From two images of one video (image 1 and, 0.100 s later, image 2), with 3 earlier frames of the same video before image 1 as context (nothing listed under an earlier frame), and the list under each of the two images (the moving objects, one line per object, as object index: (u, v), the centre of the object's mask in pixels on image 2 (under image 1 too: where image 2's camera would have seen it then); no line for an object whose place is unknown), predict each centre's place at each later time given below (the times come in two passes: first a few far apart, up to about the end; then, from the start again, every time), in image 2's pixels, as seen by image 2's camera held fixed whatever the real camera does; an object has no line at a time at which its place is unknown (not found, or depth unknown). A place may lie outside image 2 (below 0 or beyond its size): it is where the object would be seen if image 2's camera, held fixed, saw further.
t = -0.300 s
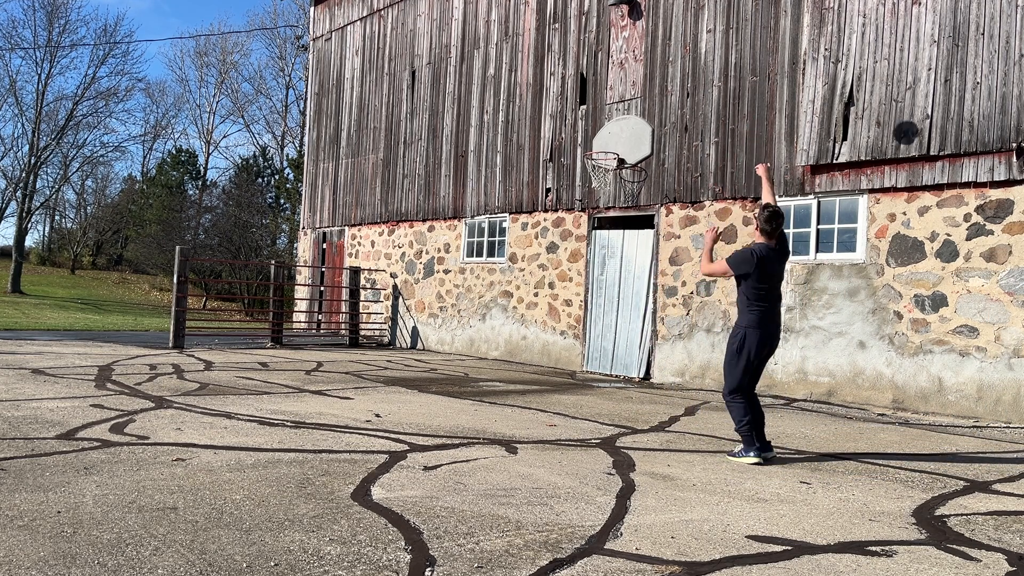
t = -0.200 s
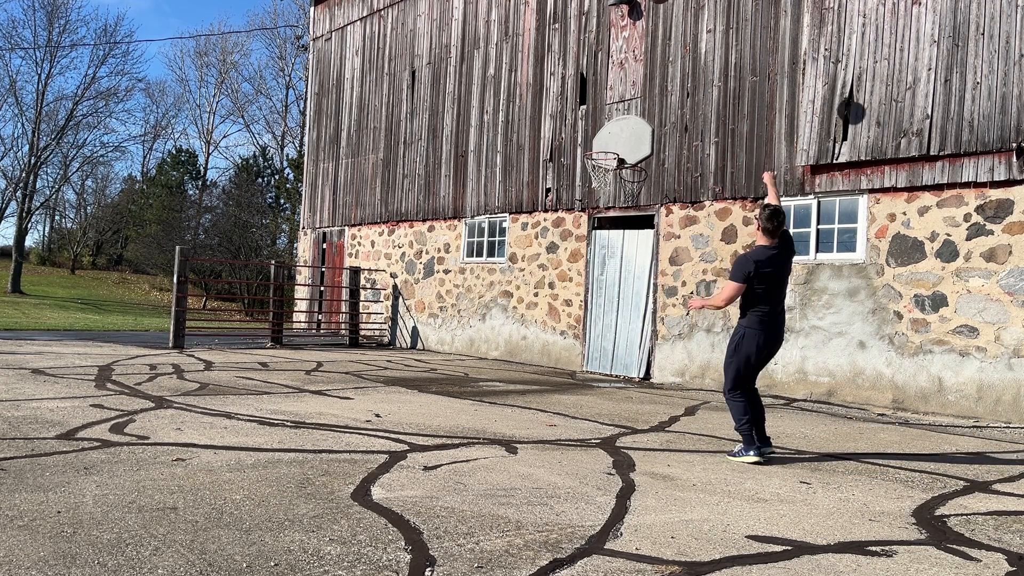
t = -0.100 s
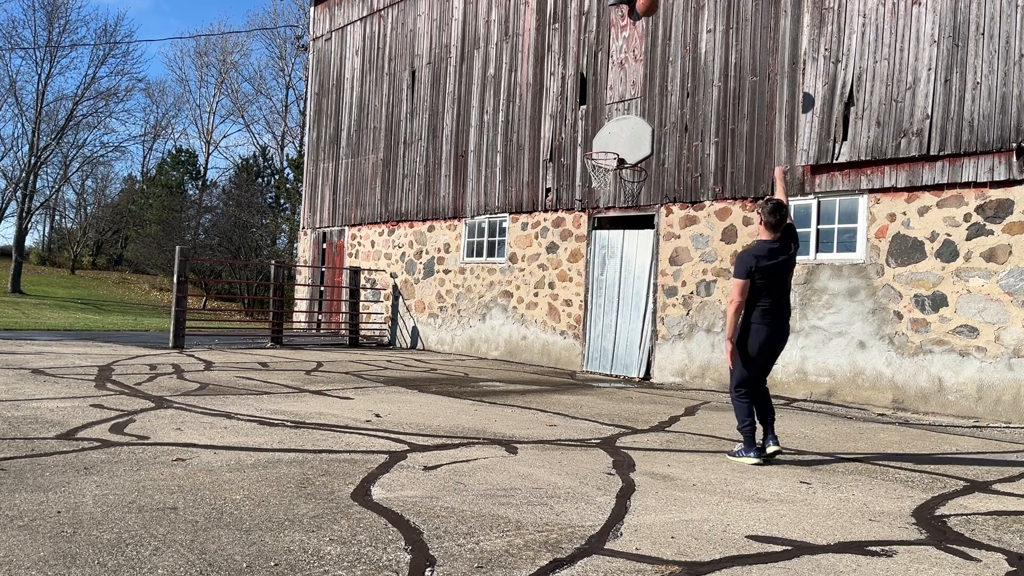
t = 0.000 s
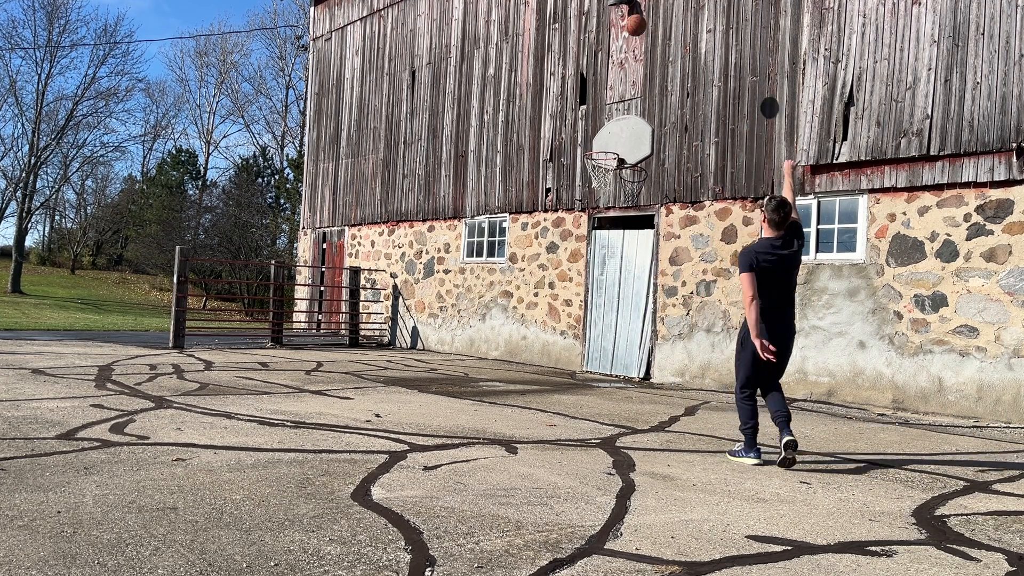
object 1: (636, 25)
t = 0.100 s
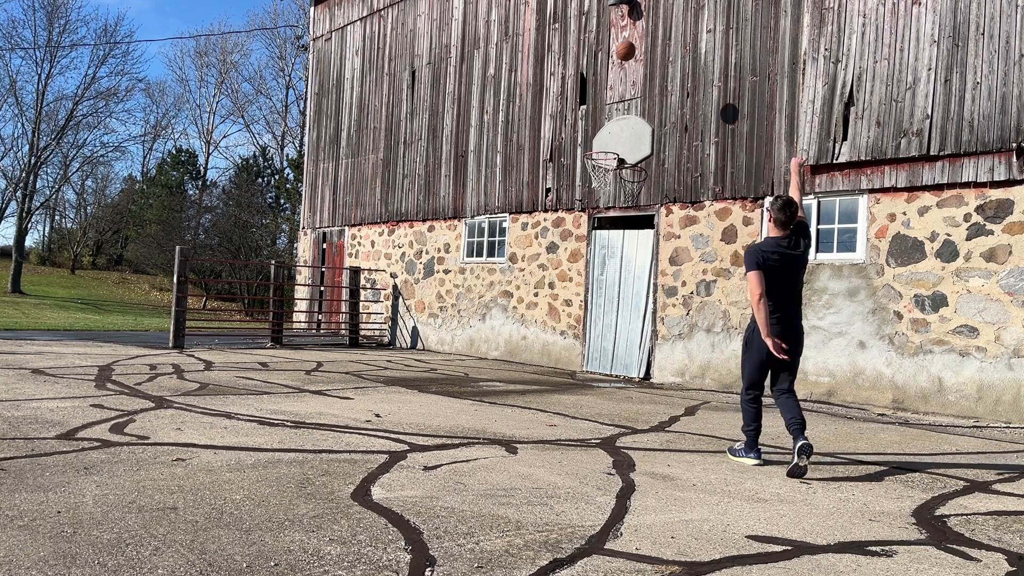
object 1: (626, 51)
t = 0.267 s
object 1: (609, 104)
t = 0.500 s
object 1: (603, 157)
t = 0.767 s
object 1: (591, 177)
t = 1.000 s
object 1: (590, 214)
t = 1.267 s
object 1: (586, 300)
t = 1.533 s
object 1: (591, 328)
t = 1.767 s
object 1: (592, 290)
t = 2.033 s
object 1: (592, 293)
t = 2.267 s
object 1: (590, 335)
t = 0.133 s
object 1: (623, 60)
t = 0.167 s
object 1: (619, 70)
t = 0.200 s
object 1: (616, 82)
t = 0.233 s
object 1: (613, 93)
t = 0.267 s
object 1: (609, 104)
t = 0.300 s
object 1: (606, 116)
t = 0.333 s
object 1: (603, 129)
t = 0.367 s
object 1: (600, 142)
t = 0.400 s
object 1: (597, 155)
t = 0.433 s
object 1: (601, 155)
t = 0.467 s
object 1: (606, 155)
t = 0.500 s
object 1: (603, 157)
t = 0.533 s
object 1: (601, 159)
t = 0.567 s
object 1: (598, 162)
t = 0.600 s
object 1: (596, 166)
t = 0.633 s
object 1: (593, 170)
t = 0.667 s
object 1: (591, 172)
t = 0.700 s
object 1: (589, 172)
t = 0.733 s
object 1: (591, 175)
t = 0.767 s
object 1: (591, 177)
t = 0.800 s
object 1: (590, 185)
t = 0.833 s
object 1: (590, 187)
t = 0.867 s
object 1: (590, 189)
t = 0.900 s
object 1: (590, 194)
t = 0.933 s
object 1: (590, 200)
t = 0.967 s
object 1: (589, 207)
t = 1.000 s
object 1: (590, 214)
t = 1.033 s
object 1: (589, 222)
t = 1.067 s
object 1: (589, 232)
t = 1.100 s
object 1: (588, 241)
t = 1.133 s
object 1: (588, 252)
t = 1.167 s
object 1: (588, 263)
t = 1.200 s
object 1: (587, 275)
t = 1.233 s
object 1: (587, 288)
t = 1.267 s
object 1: (586, 300)
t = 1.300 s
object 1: (585, 315)
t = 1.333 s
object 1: (584, 329)
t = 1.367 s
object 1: (584, 344)
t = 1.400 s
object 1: (582, 359)
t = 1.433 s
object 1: (584, 360)
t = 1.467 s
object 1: (587, 348)
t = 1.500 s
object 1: (590, 337)
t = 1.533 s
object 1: (591, 328)
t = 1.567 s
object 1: (592, 320)
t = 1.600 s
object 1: (592, 314)
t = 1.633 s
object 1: (592, 308)
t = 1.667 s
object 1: (593, 303)
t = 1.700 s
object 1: (593, 298)
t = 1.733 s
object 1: (592, 294)
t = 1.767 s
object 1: (592, 290)
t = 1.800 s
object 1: (593, 288)
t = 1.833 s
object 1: (593, 286)
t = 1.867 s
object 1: (593, 285)
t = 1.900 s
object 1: (593, 285)
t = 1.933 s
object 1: (593, 286)
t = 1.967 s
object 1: (593, 287)
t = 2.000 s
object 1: (593, 290)
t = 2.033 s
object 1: (592, 293)
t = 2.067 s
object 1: (592, 297)
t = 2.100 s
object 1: (592, 301)
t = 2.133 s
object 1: (592, 306)
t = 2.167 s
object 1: (591, 312)
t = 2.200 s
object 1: (591, 318)
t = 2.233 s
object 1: (591, 326)
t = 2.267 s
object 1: (590, 335)
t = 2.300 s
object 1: (590, 345)
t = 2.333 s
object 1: (589, 355)
